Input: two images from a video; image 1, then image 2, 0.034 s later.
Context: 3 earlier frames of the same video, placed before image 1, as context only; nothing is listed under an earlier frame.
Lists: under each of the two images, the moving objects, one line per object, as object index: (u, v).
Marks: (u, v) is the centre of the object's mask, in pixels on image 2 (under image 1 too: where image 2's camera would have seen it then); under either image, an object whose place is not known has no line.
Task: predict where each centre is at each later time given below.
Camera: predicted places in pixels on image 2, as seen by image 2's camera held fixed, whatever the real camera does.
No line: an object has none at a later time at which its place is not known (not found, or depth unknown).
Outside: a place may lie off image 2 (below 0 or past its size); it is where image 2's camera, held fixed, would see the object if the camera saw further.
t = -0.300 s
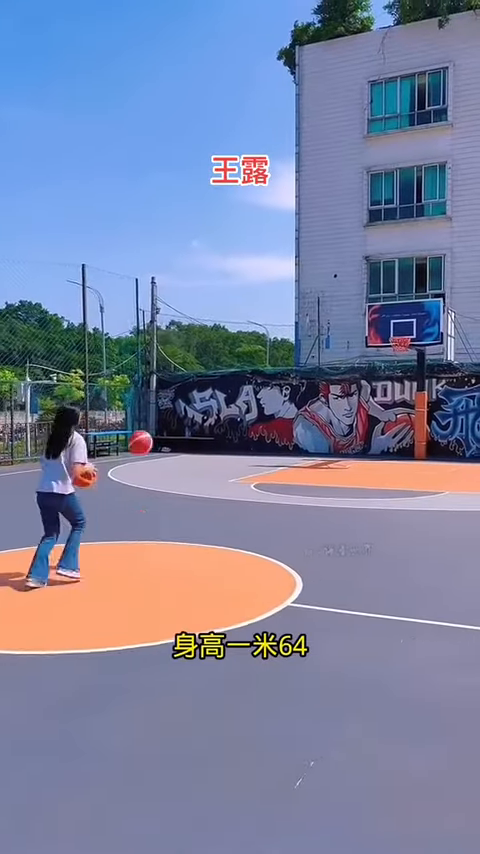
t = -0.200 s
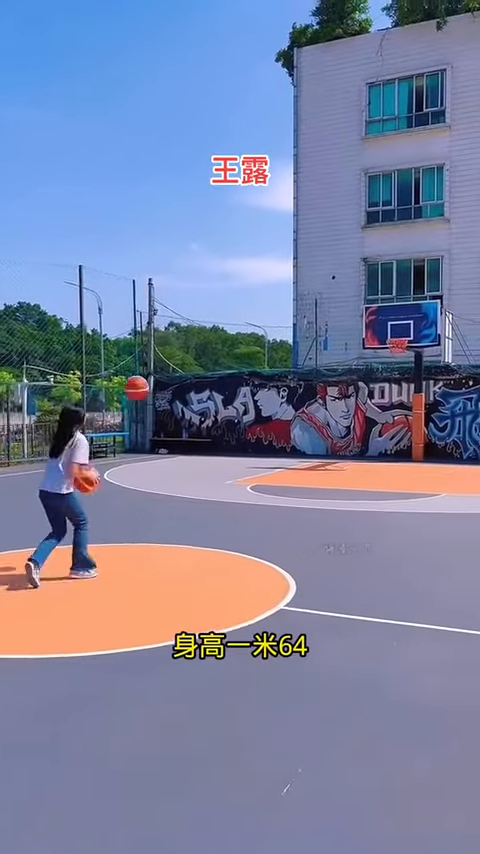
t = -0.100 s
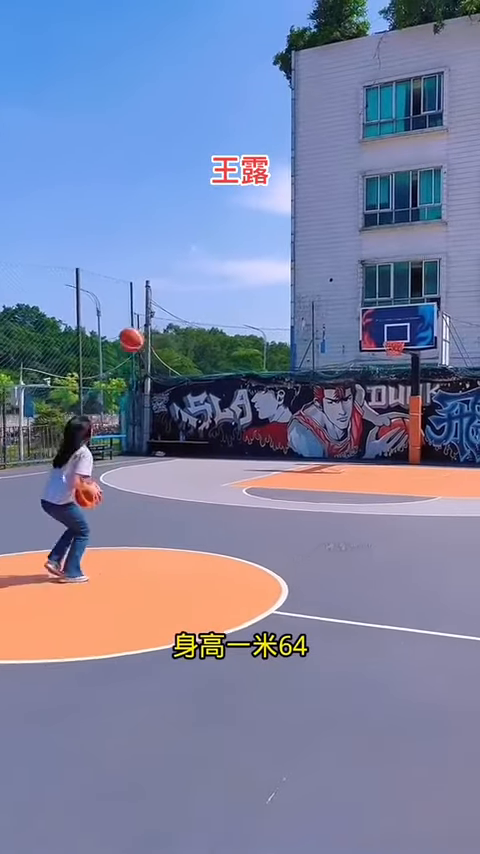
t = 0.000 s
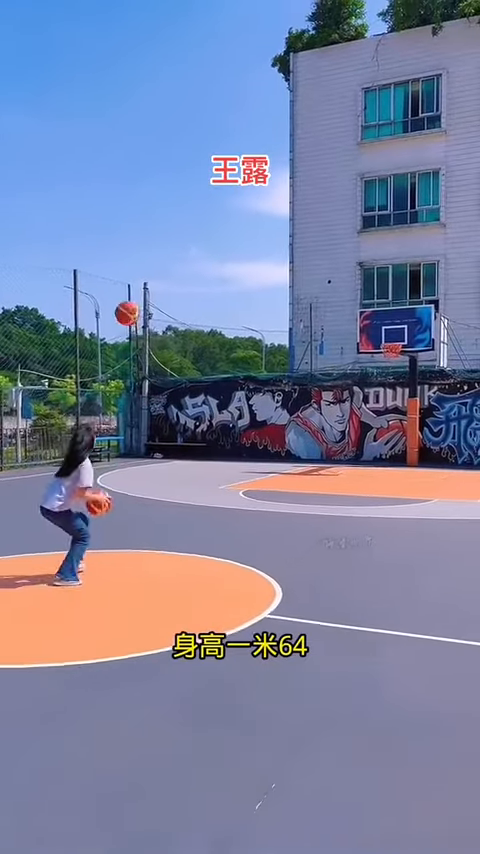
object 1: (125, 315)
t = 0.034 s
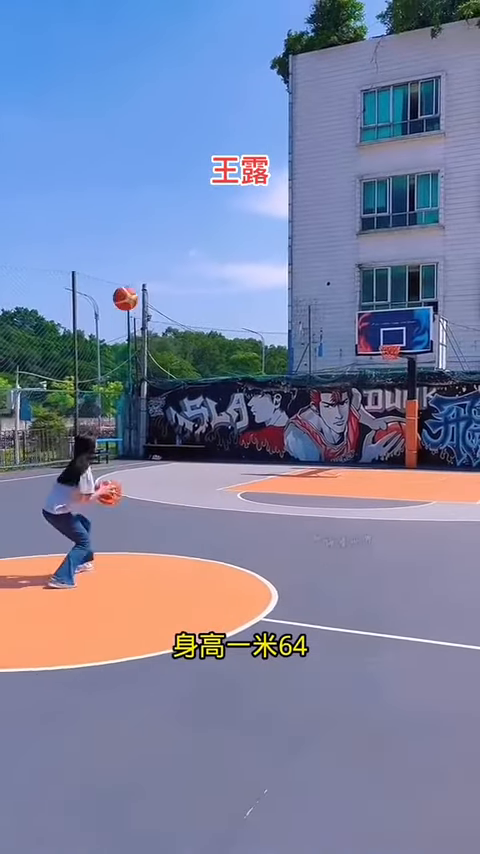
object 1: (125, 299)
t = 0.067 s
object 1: (125, 292)
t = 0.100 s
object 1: (124, 286)
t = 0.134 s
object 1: (124, 283)
